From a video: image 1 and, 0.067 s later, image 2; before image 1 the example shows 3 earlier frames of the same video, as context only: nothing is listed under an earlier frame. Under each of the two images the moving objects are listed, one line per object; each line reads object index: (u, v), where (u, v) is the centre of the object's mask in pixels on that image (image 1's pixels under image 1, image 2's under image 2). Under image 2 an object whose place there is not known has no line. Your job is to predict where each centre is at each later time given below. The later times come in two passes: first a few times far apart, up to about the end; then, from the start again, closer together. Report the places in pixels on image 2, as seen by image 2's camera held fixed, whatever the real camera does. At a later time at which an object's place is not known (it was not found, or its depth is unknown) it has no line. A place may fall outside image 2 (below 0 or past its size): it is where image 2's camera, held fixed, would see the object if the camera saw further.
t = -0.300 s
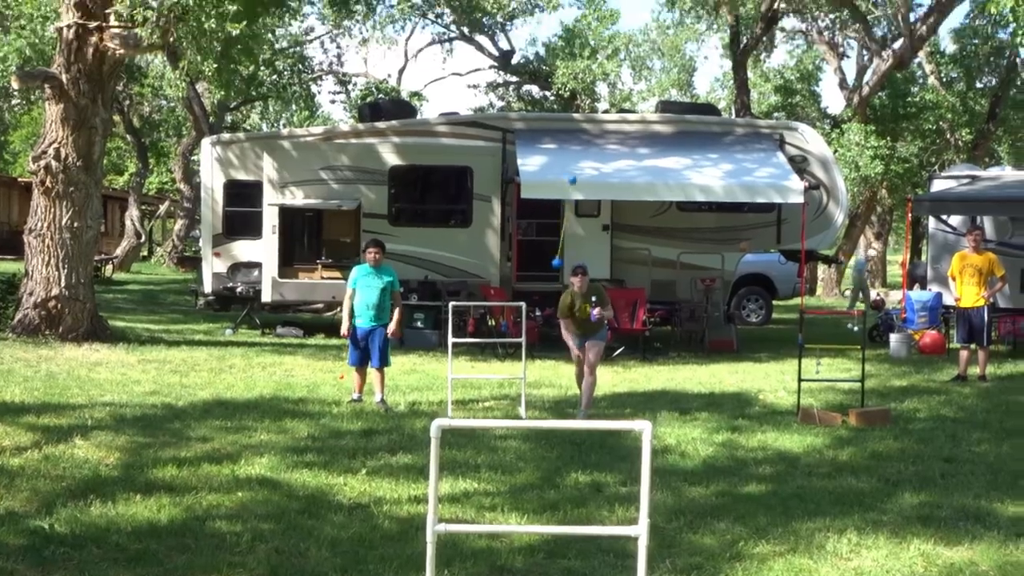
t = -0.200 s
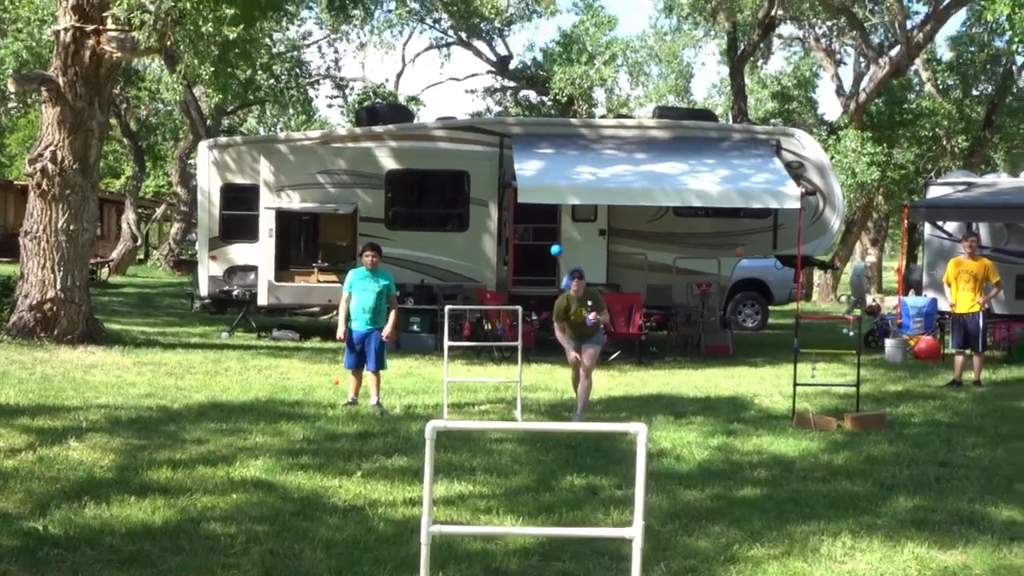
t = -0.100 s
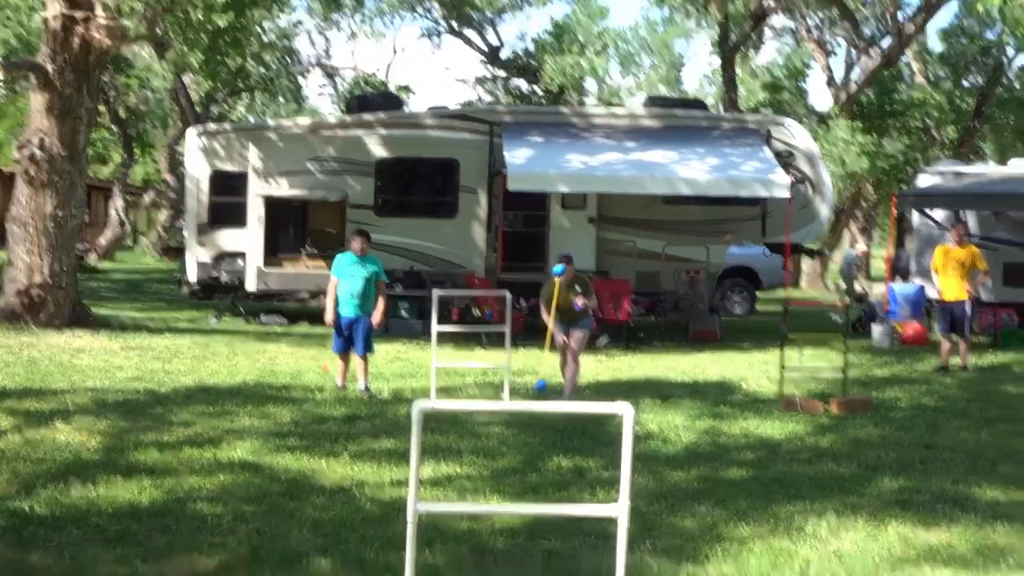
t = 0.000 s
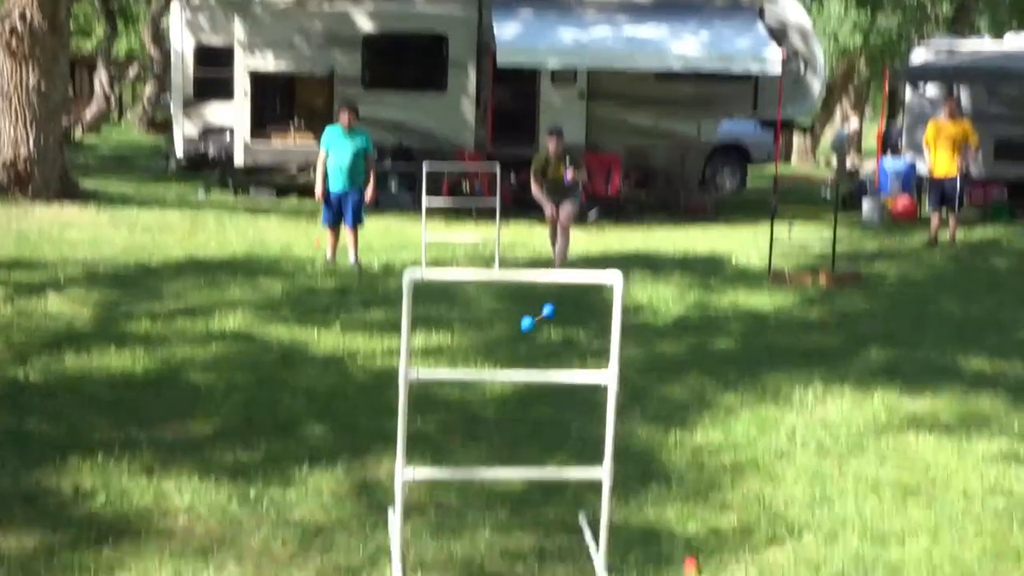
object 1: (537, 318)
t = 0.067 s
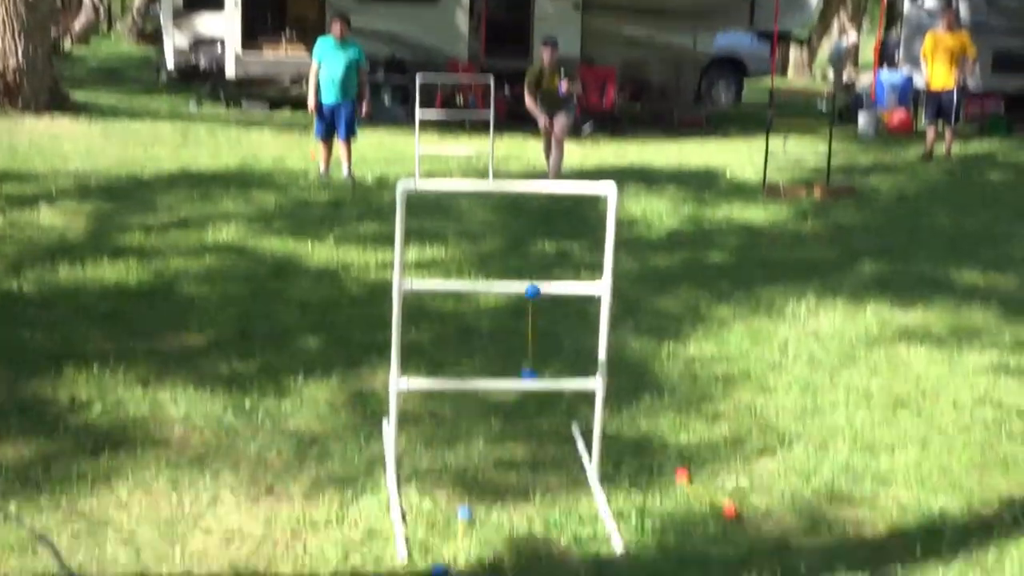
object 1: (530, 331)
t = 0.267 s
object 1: (533, 331)
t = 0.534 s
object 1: (510, 317)
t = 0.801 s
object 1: (488, 332)
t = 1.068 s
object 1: (505, 339)
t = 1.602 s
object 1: (504, 330)
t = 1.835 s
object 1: (498, 333)
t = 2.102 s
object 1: (504, 339)
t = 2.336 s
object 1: (515, 334)
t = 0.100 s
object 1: (520, 330)
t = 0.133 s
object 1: (537, 341)
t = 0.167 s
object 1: (537, 343)
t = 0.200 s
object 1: (533, 337)
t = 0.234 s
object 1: (533, 334)
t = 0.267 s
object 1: (533, 331)
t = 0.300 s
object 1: (530, 328)
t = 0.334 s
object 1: (528, 326)
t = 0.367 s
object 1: (524, 322)
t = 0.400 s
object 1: (515, 312)
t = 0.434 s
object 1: (512, 318)
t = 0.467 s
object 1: (512, 320)
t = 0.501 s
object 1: (511, 318)
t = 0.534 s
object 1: (510, 317)
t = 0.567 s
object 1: (507, 321)
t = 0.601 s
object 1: (504, 324)
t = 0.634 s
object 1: (501, 326)
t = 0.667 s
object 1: (497, 332)
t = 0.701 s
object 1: (495, 336)
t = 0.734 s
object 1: (491, 335)
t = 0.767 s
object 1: (488, 333)
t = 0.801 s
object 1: (488, 332)
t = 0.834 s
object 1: (488, 332)
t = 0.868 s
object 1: (488, 333)
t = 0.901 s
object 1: (492, 333)
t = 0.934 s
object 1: (493, 335)
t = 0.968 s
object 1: (494, 337)
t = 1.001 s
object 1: (498, 338)
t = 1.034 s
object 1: (502, 340)
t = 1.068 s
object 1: (505, 339)
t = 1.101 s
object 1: (509, 339)
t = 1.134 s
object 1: (512, 337)
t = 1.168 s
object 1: (515, 335)
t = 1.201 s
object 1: (516, 335)
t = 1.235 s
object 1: (517, 335)
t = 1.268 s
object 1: (519, 336)
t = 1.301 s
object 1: (519, 334)
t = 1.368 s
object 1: (515, 336)
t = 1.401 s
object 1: (514, 335)
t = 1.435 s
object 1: (514, 331)
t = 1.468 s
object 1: (514, 330)
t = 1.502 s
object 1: (510, 329)
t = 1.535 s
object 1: (507, 330)
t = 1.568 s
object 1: (505, 328)
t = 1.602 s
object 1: (504, 330)
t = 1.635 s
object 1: (500, 332)
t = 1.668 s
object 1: (499, 335)
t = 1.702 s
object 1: (498, 337)
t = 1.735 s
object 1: (497, 337)
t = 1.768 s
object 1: (496, 336)
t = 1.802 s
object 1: (497, 334)
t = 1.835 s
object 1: (498, 333)
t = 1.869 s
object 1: (499, 331)
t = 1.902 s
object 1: (499, 332)
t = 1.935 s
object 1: (500, 332)
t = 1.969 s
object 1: (500, 333)
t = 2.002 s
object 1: (501, 334)
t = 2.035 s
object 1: (502, 336)
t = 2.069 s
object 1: (503, 340)
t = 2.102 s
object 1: (504, 339)
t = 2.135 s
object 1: (506, 338)
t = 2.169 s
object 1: (507, 337)
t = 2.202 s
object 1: (508, 336)
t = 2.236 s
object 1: (511, 335)
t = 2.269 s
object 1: (512, 333)
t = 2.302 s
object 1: (514, 333)
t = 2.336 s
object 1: (515, 334)
